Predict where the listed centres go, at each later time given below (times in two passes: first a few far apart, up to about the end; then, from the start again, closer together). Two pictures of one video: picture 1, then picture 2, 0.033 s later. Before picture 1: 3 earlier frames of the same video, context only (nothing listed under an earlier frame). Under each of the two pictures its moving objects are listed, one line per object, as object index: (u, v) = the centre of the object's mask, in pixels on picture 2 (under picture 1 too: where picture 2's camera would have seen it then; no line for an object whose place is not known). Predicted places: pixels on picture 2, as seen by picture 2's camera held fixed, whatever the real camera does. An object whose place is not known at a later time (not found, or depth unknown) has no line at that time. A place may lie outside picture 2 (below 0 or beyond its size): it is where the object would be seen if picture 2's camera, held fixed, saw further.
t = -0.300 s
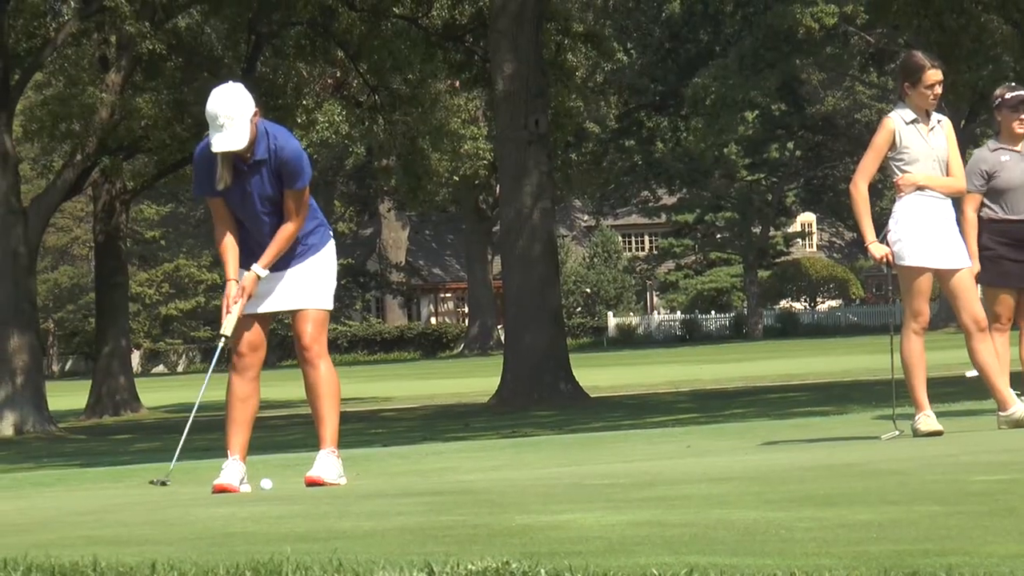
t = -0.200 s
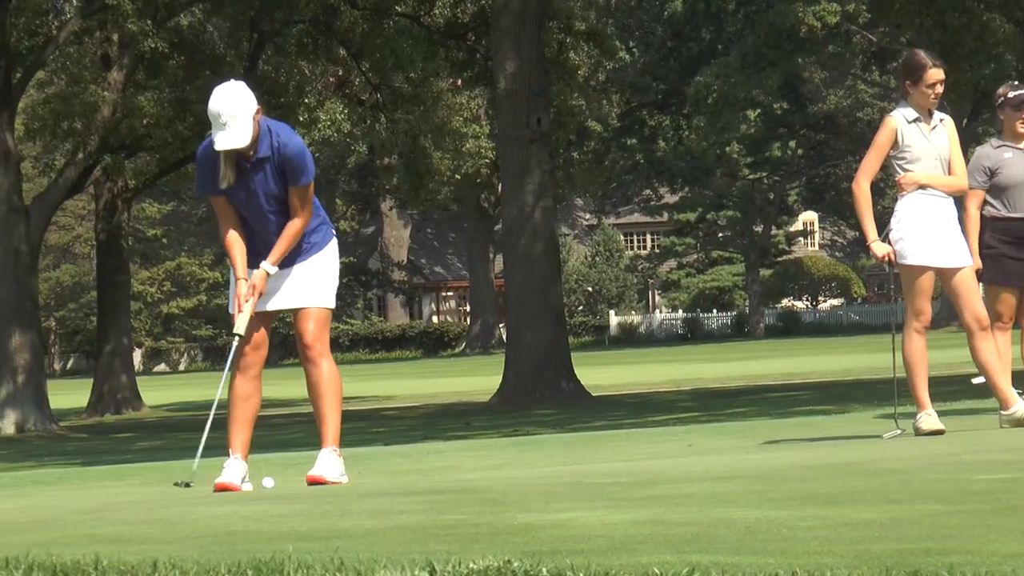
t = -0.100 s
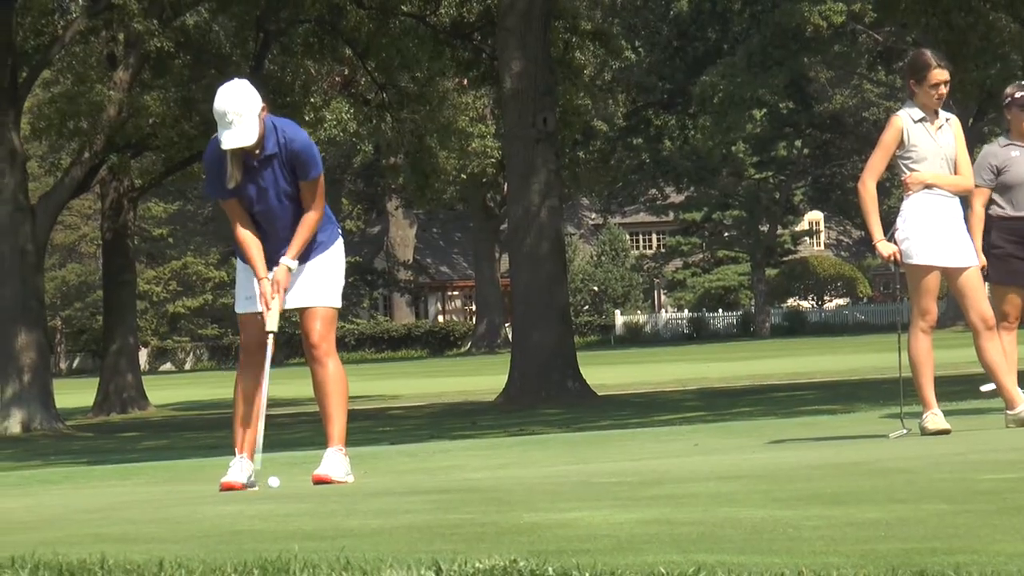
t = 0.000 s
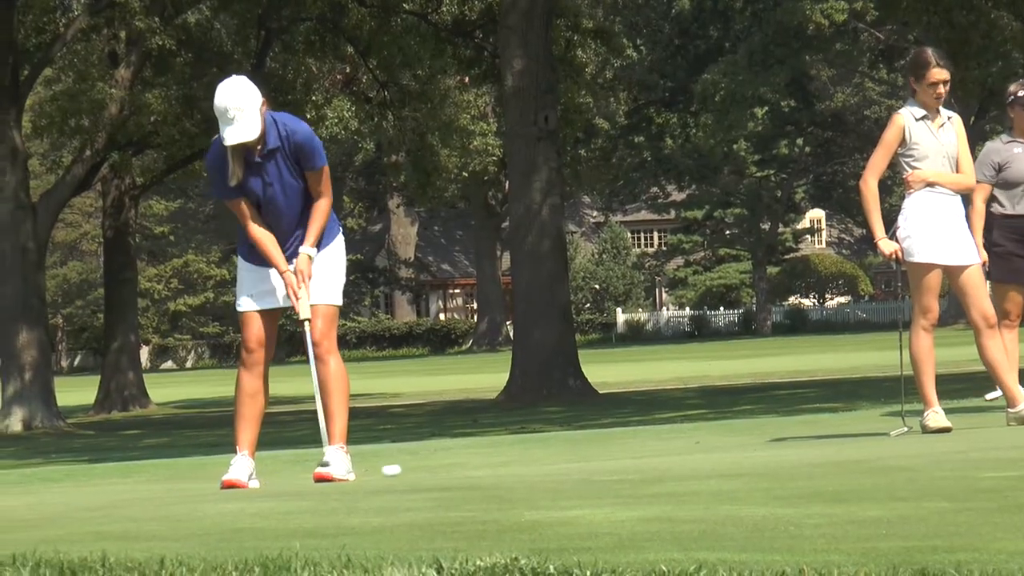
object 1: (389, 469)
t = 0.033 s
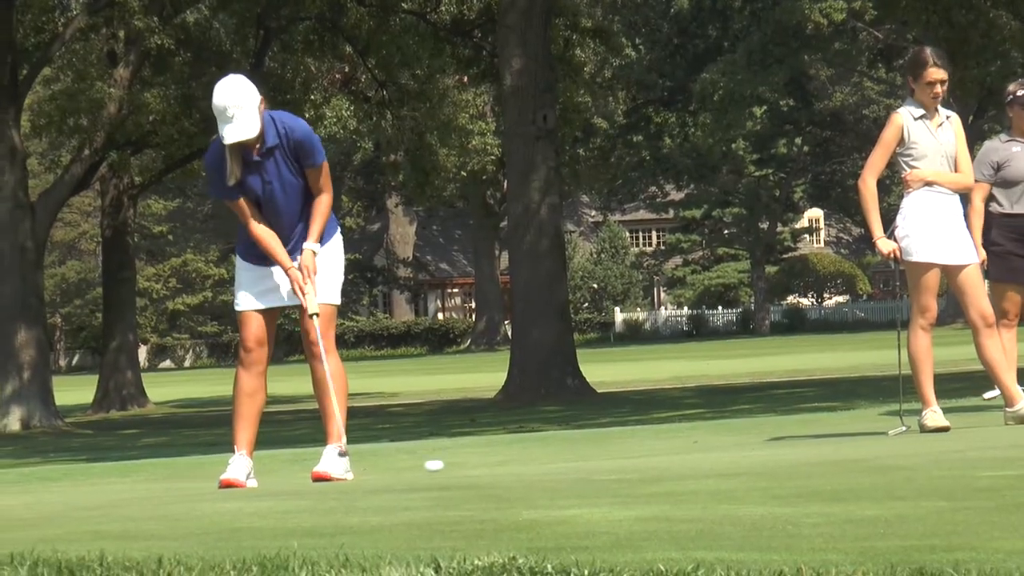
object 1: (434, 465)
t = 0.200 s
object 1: (632, 452)
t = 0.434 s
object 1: (865, 436)
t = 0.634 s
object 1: (1062, 422)
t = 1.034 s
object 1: (1461, 394)
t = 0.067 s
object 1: (478, 463)
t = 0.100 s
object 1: (519, 460)
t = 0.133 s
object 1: (558, 457)
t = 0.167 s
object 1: (596, 454)
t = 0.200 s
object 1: (632, 452)
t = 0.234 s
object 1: (667, 449)
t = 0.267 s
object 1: (700, 447)
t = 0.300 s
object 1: (733, 445)
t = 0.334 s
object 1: (766, 442)
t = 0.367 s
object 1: (799, 440)
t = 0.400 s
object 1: (831, 438)
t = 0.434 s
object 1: (865, 436)
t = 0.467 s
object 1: (897, 433)
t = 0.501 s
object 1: (930, 430)
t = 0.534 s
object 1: (963, 428)
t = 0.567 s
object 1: (996, 426)
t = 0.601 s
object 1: (1028, 423)
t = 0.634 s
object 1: (1062, 422)
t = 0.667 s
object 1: (1094, 419)
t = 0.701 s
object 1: (1128, 417)
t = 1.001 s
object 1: (1428, 396)
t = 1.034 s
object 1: (1461, 394)
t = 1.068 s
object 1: (1496, 392)
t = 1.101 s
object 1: (1531, 389)
